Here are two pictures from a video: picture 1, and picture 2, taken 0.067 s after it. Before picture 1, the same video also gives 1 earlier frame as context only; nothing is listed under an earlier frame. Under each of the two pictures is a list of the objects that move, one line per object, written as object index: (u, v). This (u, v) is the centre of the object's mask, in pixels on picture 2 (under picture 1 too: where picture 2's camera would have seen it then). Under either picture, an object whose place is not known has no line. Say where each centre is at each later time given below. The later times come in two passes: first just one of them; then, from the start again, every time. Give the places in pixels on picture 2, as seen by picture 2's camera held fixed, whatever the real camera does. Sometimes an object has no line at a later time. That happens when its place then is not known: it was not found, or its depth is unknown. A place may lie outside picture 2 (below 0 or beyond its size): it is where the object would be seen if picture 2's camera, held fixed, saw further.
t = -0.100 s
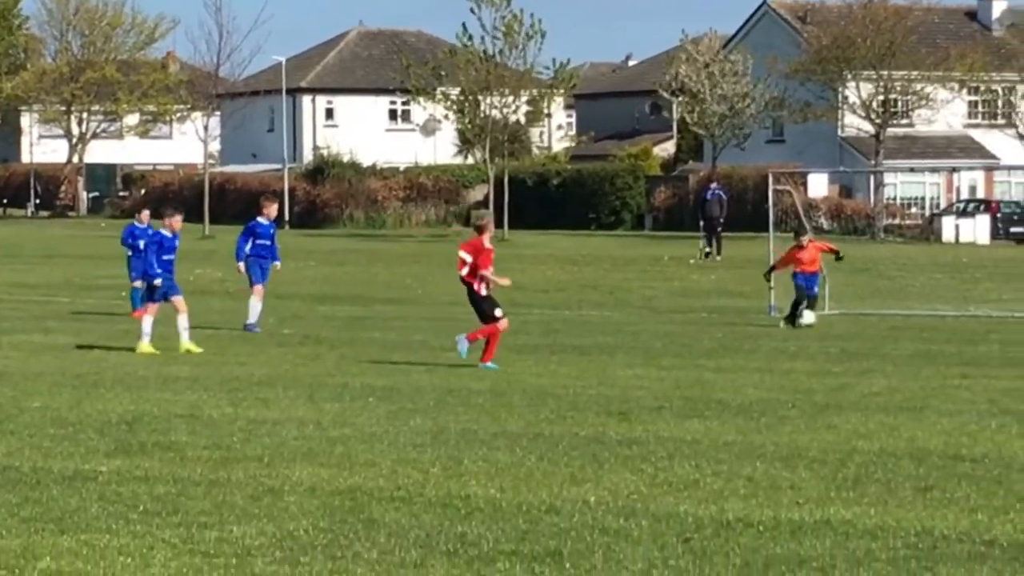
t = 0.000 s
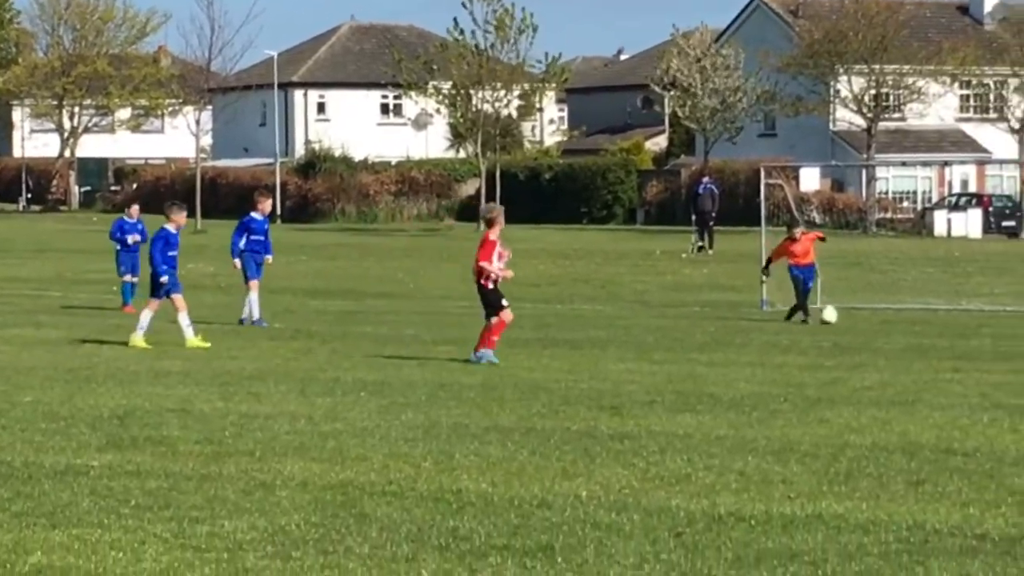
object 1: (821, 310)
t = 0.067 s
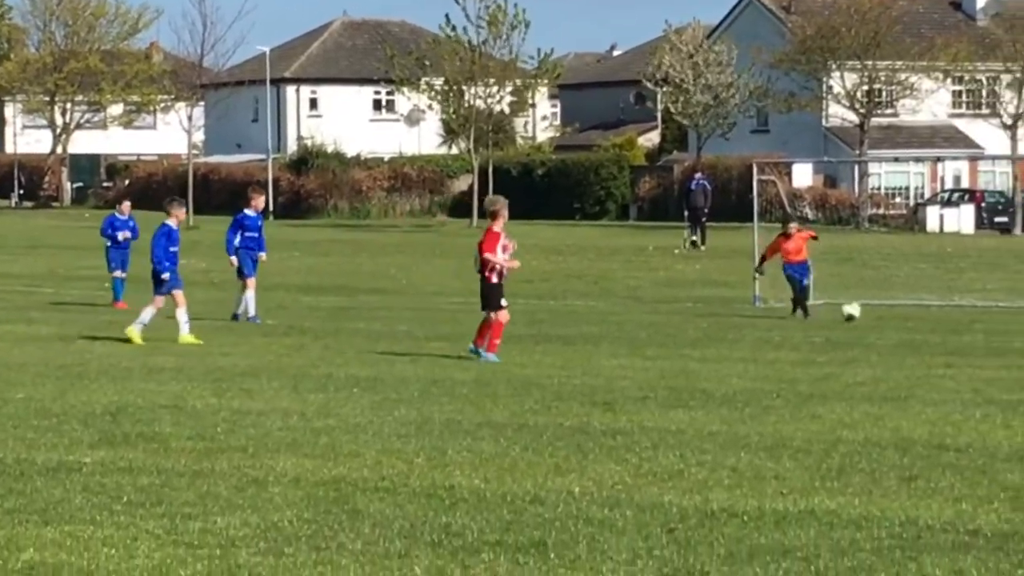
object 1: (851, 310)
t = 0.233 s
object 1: (917, 313)
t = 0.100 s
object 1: (865, 311)
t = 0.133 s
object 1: (880, 313)
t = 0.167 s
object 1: (893, 315)
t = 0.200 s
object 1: (905, 315)
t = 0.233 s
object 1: (917, 313)
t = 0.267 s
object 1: (930, 313)
